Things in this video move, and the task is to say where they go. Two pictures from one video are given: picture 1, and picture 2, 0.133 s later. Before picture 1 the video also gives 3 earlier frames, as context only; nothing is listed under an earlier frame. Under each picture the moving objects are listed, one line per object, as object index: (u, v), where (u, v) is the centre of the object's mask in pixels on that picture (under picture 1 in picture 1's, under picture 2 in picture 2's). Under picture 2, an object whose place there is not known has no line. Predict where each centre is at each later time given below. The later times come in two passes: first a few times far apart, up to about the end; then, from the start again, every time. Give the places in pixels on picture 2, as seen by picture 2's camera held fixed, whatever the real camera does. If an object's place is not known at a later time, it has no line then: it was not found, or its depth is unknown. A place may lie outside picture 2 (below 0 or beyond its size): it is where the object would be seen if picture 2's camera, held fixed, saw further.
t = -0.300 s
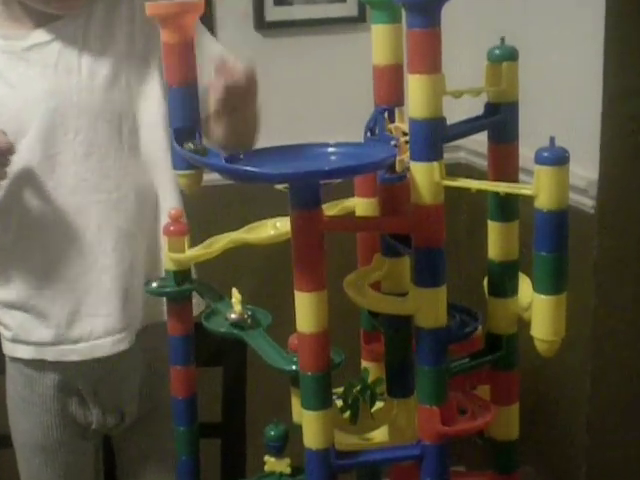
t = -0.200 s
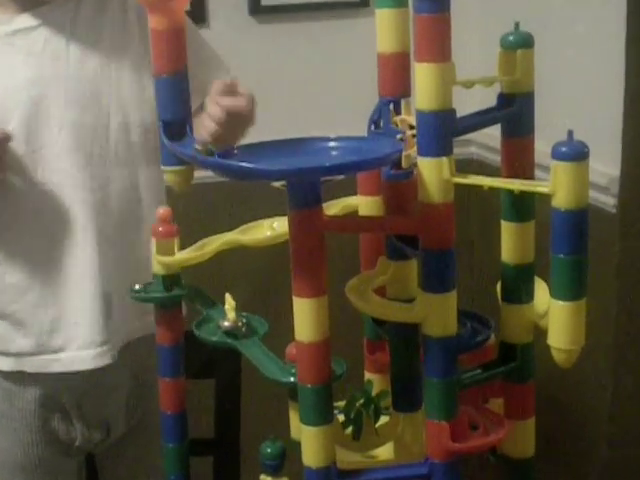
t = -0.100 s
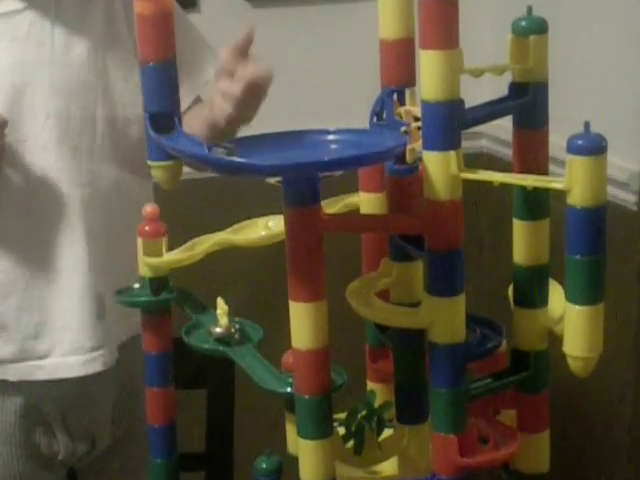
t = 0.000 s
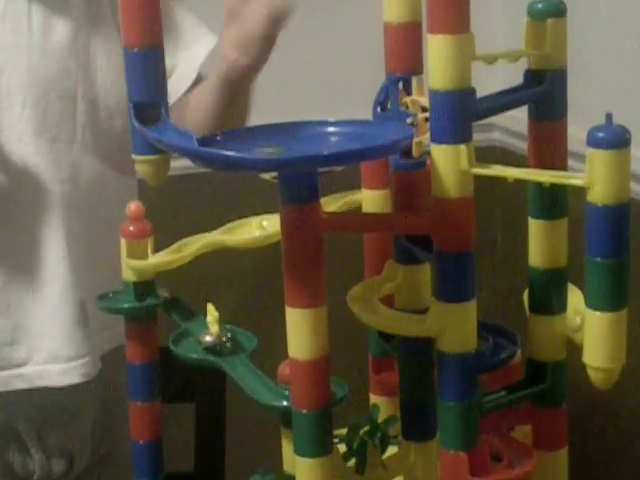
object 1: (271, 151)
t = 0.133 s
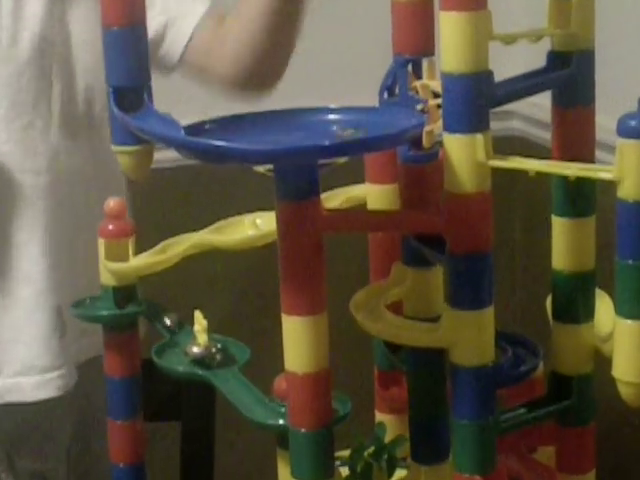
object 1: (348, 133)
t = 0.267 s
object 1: (397, 124)
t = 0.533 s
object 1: (333, 114)
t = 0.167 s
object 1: (367, 131)
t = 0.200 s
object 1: (381, 129)
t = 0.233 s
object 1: (389, 127)
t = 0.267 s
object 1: (397, 124)
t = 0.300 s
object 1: (399, 123)
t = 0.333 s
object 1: (400, 121)
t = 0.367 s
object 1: (396, 120)
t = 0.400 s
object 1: (391, 119)
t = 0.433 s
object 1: (381, 116)
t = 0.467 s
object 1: (369, 114)
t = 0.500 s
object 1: (352, 113)
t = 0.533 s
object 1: (333, 114)
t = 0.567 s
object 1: (312, 113)
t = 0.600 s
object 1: (292, 116)
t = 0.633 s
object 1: (272, 120)
